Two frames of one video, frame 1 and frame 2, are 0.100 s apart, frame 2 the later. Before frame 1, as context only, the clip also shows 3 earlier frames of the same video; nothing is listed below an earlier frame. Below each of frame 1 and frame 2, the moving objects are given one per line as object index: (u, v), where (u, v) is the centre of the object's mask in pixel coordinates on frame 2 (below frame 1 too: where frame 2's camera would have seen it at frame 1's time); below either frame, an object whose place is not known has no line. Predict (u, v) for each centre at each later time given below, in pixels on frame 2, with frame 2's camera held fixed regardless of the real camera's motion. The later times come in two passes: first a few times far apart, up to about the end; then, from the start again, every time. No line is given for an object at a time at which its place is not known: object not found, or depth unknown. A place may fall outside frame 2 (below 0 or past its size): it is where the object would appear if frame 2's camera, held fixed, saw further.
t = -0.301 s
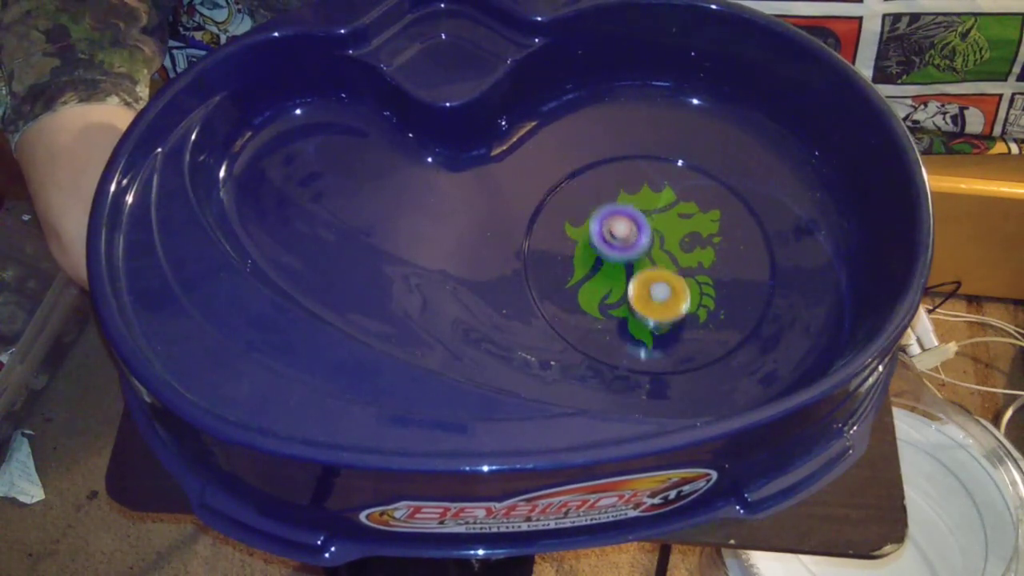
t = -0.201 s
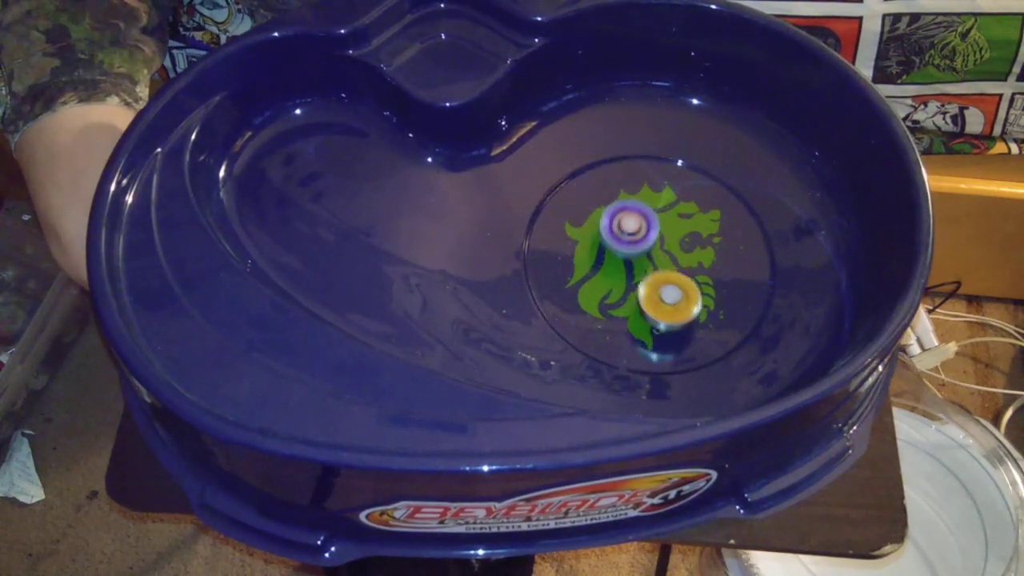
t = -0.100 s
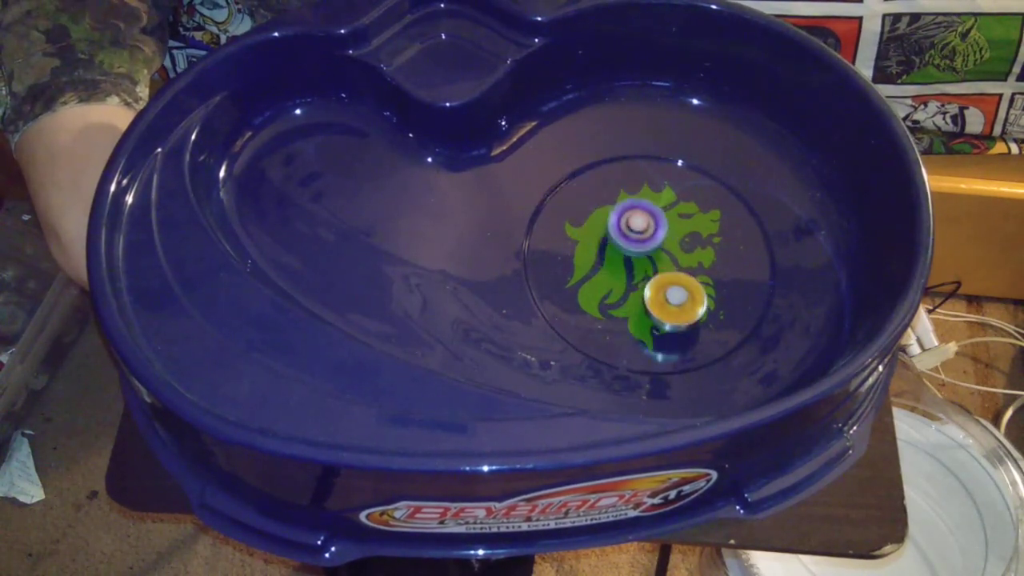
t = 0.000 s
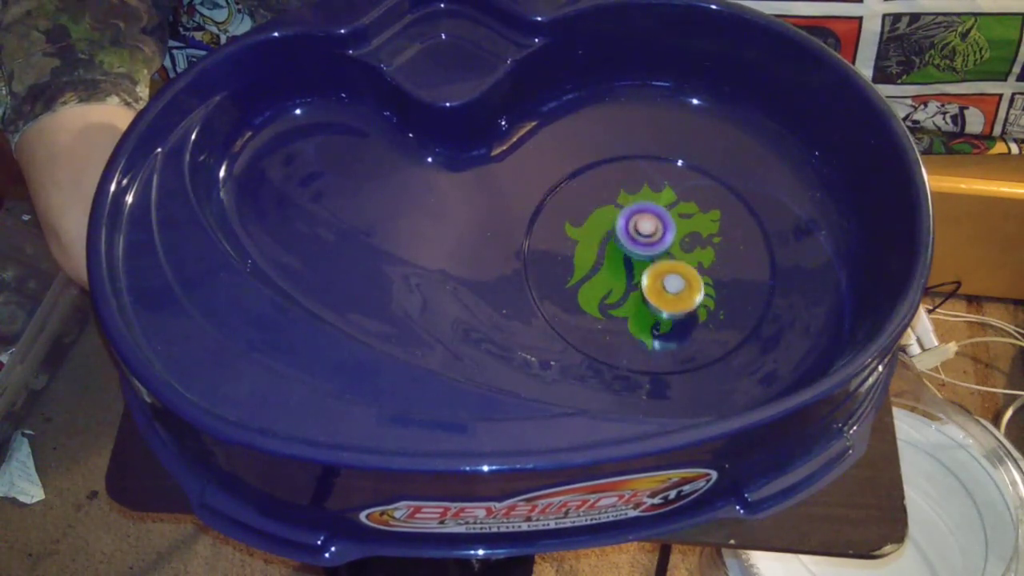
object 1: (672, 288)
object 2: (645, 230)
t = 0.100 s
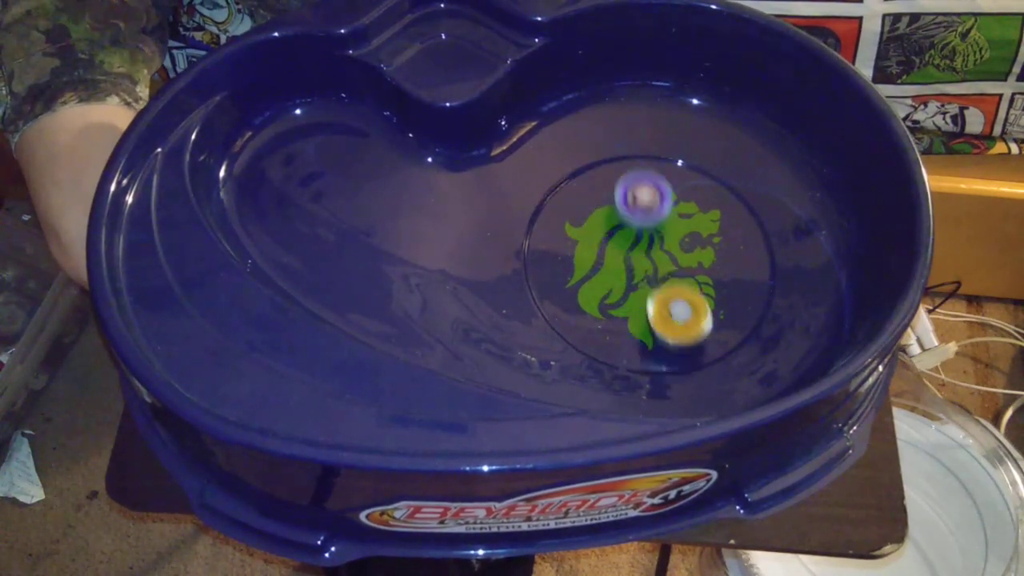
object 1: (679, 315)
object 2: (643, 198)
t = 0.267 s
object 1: (701, 337)
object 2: (630, 179)
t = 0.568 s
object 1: (700, 277)
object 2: (613, 197)
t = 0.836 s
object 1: (671, 289)
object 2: (585, 194)
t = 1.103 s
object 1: (664, 304)
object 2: (578, 223)
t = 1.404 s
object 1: (682, 315)
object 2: (584, 235)
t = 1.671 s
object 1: (735, 299)
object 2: (559, 224)
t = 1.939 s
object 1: (682, 248)
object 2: (571, 245)
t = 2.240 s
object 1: (656, 262)
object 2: (573, 258)
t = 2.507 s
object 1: (670, 267)
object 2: (589, 271)
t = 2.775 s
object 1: (685, 247)
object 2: (599, 275)
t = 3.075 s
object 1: (653, 220)
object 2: (622, 269)
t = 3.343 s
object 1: (635, 161)
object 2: (619, 303)
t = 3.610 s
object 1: (567, 205)
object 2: (649, 291)
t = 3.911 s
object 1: (548, 274)
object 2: (730, 256)
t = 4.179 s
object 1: (476, 292)
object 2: (782, 191)
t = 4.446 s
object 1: (527, 309)
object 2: (666, 165)
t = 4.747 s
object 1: (606, 298)
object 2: (613, 214)
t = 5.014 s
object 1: (659, 350)
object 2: (614, 196)
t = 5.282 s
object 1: (722, 306)
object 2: (605, 216)
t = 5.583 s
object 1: (682, 228)
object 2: (615, 250)
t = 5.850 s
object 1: (602, 207)
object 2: (637, 269)
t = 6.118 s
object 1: (563, 237)
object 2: (661, 274)
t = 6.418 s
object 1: (586, 271)
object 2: (674, 269)
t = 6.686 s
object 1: (540, 272)
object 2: (747, 250)
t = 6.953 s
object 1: (500, 269)
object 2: (735, 205)
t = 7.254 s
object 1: (507, 266)
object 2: (670, 200)
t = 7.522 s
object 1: (538, 259)
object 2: (627, 233)
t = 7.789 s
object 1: (444, 269)
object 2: (771, 245)
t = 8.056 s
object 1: (482, 279)
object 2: (746, 208)
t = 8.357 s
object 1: (528, 245)
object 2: (680, 219)
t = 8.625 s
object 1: (586, 228)
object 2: (649, 255)
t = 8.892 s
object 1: (636, 195)
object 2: (633, 290)
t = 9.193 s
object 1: (671, 170)
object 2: (627, 311)
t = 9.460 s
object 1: (667, 168)
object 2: (622, 316)
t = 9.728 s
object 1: (675, 220)
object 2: (615, 304)
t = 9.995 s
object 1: (702, 271)
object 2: (606, 279)
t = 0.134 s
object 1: (683, 326)
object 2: (641, 189)
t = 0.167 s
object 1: (686, 333)
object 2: (639, 183)
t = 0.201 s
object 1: (691, 337)
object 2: (636, 181)
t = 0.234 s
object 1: (696, 338)
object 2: (633, 179)
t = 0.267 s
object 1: (701, 337)
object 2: (630, 179)
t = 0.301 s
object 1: (705, 334)
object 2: (627, 179)
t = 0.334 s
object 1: (709, 330)
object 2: (625, 180)
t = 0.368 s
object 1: (712, 324)
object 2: (622, 182)
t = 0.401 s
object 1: (714, 317)
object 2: (619, 183)
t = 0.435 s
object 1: (714, 310)
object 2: (617, 185)
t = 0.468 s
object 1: (713, 302)
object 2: (615, 188)
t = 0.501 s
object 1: (710, 294)
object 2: (614, 191)
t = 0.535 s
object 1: (706, 286)
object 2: (613, 194)
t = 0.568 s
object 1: (700, 277)
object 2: (613, 197)
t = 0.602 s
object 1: (692, 270)
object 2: (613, 201)
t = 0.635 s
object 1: (683, 263)
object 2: (613, 205)
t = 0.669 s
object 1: (672, 256)
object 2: (615, 209)
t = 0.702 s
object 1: (664, 254)
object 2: (614, 211)
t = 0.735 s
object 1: (668, 263)
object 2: (604, 202)
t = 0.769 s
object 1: (670, 274)
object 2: (595, 196)
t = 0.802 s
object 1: (671, 282)
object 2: (589, 193)
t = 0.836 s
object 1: (671, 289)
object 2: (585, 194)
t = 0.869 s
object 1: (670, 294)
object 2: (582, 195)
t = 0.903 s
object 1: (669, 298)
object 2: (580, 198)
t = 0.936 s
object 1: (668, 301)
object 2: (578, 202)
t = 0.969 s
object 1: (667, 303)
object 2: (577, 206)
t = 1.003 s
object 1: (666, 304)
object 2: (576, 210)
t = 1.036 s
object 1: (665, 304)
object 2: (576, 214)
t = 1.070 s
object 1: (664, 304)
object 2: (577, 218)
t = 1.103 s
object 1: (664, 304)
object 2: (578, 223)
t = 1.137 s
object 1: (662, 303)
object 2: (579, 227)
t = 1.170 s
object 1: (661, 302)
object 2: (581, 232)
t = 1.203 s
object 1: (660, 300)
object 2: (584, 236)
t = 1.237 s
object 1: (658, 298)
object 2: (587, 240)
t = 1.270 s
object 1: (657, 296)
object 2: (590, 244)
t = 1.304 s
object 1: (655, 294)
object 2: (594, 248)
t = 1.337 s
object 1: (653, 292)
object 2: (599, 252)
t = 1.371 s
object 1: (662, 300)
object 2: (596, 248)
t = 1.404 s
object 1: (682, 315)
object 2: (584, 235)
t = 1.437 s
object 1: (700, 328)
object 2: (576, 225)
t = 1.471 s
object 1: (715, 336)
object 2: (569, 218)
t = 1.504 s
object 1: (727, 338)
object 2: (566, 215)
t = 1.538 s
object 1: (733, 332)
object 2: (563, 215)
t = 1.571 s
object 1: (736, 325)
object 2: (561, 216)
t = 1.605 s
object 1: (737, 316)
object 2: (560, 219)
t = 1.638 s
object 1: (736, 308)
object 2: (559, 222)
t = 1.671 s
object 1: (735, 299)
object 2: (559, 224)
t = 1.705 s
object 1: (733, 290)
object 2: (559, 227)
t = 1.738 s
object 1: (730, 282)
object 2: (559, 230)
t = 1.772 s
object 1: (725, 274)
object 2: (559, 233)
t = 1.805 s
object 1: (720, 268)
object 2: (561, 236)
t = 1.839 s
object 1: (712, 262)
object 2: (563, 238)
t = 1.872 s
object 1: (704, 256)
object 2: (565, 241)
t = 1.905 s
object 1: (693, 252)
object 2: (568, 243)
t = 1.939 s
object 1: (682, 248)
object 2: (571, 245)
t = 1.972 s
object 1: (671, 246)
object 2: (574, 248)
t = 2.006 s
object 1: (660, 246)
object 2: (578, 250)
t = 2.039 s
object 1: (648, 246)
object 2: (582, 251)
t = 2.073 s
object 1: (645, 247)
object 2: (580, 253)
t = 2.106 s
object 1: (645, 250)
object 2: (578, 254)
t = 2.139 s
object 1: (644, 252)
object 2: (578, 254)
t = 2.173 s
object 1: (643, 255)
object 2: (579, 256)
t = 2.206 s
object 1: (650, 258)
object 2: (575, 257)
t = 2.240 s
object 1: (656, 262)
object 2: (573, 258)
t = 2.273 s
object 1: (660, 265)
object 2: (574, 260)
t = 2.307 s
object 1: (663, 267)
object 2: (574, 262)
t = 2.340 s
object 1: (665, 268)
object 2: (576, 264)
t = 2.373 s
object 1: (667, 269)
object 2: (578, 265)
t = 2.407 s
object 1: (668, 269)
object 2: (581, 267)
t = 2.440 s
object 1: (669, 269)
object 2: (584, 269)
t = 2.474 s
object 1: (670, 268)
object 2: (586, 270)
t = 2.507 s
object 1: (670, 267)
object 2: (589, 271)
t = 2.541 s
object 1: (670, 265)
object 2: (593, 272)
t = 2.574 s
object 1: (669, 263)
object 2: (596, 273)
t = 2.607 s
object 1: (667, 262)
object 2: (600, 273)
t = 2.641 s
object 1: (666, 260)
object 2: (604, 274)
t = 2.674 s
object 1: (670, 257)
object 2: (602, 274)
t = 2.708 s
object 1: (677, 254)
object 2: (599, 274)
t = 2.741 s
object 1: (682, 250)
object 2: (598, 275)
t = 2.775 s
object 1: (685, 247)
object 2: (599, 275)
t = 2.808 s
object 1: (686, 243)
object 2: (601, 275)
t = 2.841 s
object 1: (686, 240)
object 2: (604, 275)
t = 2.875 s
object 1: (684, 236)
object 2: (606, 275)
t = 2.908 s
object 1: (681, 233)
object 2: (609, 274)
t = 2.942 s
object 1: (677, 229)
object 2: (611, 274)
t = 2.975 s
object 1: (672, 226)
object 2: (614, 273)
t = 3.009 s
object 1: (666, 223)
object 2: (617, 272)
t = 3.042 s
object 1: (660, 221)
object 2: (620, 270)
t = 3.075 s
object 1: (653, 220)
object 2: (622, 269)
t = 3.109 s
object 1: (655, 208)
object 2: (617, 277)
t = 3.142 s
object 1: (659, 193)
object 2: (609, 289)
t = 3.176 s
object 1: (661, 182)
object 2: (606, 296)
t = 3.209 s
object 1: (661, 173)
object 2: (605, 300)
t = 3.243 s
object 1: (657, 168)
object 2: (607, 302)
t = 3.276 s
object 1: (651, 164)
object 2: (610, 303)
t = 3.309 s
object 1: (644, 162)
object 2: (614, 303)
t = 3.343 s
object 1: (635, 161)
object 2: (619, 303)
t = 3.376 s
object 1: (625, 161)
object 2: (623, 303)
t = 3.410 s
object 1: (615, 164)
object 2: (628, 302)
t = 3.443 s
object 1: (604, 167)
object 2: (632, 301)
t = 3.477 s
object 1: (595, 172)
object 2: (636, 300)
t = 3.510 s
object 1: (586, 178)
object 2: (639, 298)
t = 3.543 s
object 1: (578, 185)
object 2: (643, 296)
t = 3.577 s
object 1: (572, 194)
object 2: (647, 293)
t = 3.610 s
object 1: (567, 205)
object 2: (649, 291)
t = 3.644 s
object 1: (566, 216)
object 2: (652, 289)
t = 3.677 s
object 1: (566, 227)
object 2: (655, 286)
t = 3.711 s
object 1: (570, 238)
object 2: (658, 283)
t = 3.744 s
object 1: (576, 248)
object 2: (660, 279)
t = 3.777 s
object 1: (582, 257)
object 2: (662, 276)
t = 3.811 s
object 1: (591, 264)
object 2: (664, 272)
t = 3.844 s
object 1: (600, 269)
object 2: (666, 268)
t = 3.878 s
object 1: (578, 272)
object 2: (696, 262)
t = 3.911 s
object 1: (548, 274)
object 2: (730, 256)
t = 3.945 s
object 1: (525, 274)
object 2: (755, 251)
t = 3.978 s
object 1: (508, 274)
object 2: (777, 243)
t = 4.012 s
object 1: (494, 276)
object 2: (791, 235)
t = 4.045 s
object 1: (484, 278)
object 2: (799, 226)
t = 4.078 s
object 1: (477, 281)
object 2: (800, 217)
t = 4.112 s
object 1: (474, 283)
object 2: (797, 208)
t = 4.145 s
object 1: (474, 288)
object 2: (790, 200)
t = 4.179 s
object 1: (476, 292)
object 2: (782, 191)
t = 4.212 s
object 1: (480, 296)
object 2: (771, 184)
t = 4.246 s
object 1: (485, 300)
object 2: (759, 177)
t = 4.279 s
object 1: (492, 303)
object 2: (745, 171)
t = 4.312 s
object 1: (498, 306)
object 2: (732, 166)
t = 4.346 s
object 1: (505, 308)
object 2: (716, 163)
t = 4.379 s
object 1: (513, 308)
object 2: (698, 163)
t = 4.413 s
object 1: (520, 309)
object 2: (680, 164)
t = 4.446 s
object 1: (527, 309)
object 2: (666, 165)
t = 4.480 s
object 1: (535, 308)
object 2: (653, 168)
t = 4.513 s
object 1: (542, 308)
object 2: (644, 171)
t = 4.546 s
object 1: (551, 307)
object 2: (636, 176)
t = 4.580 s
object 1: (561, 308)
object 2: (630, 182)
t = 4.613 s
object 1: (571, 307)
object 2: (625, 187)
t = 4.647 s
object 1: (580, 306)
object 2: (621, 194)
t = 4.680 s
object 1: (589, 304)
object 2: (618, 200)
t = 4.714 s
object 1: (598, 301)
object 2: (615, 207)
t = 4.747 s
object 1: (606, 298)
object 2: (613, 214)
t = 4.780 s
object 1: (613, 293)
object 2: (612, 222)
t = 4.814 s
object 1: (619, 289)
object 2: (612, 228)
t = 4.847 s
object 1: (624, 297)
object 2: (612, 226)
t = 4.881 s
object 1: (630, 317)
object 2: (614, 213)
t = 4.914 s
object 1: (636, 332)
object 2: (614, 205)
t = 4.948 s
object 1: (642, 342)
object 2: (615, 199)
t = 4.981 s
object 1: (650, 347)
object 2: (615, 197)
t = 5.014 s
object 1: (659, 350)
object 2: (614, 196)
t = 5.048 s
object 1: (669, 350)
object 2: (613, 198)
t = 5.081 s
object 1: (680, 348)
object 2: (611, 199)
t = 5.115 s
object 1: (689, 343)
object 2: (609, 201)
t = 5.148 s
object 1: (699, 337)
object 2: (608, 204)
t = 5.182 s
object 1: (707, 331)
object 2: (607, 206)
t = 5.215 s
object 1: (714, 323)
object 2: (606, 209)
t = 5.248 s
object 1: (719, 315)
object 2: (606, 213)
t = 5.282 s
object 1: (722, 306)
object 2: (605, 216)
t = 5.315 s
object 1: (724, 297)
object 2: (605, 219)
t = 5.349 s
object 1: (723, 287)
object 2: (605, 223)
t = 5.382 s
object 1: (721, 278)
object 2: (606, 227)
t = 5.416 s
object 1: (718, 268)
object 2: (607, 231)
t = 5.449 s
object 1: (713, 259)
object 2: (608, 234)
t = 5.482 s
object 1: (706, 250)
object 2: (609, 238)
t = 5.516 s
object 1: (698, 243)
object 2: (611, 243)
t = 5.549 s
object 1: (690, 234)
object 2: (613, 246)
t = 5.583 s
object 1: (682, 228)
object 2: (615, 250)
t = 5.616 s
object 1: (672, 221)
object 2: (618, 254)
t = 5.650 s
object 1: (661, 215)
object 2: (621, 257)
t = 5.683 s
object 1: (651, 211)
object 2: (623, 260)
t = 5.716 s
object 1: (641, 208)
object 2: (626, 263)
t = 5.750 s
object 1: (630, 206)
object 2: (628, 264)
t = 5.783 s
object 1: (620, 205)
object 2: (631, 266)
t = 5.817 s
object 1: (610, 206)
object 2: (634, 268)
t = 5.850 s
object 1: (602, 207)
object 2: (637, 269)
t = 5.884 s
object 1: (593, 210)
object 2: (640, 269)
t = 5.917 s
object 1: (587, 213)
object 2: (644, 270)
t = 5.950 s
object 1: (580, 216)
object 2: (647, 271)
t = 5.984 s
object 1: (575, 220)
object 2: (650, 272)
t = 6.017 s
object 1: (570, 224)
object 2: (654, 272)
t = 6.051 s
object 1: (567, 228)
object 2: (656, 273)
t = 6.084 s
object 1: (565, 233)
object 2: (659, 273)
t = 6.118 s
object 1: (563, 237)
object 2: (661, 274)
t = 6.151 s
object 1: (562, 242)
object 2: (664, 274)
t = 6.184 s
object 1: (563, 247)
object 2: (665, 274)
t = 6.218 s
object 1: (565, 251)
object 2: (667, 273)
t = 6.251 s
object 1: (567, 255)
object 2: (669, 273)
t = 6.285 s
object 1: (570, 259)
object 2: (670, 272)
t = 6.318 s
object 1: (573, 262)
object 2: (671, 271)
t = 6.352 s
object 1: (577, 266)
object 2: (672, 271)
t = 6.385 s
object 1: (581, 268)
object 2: (673, 270)
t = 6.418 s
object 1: (586, 271)
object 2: (674, 269)
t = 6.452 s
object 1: (591, 272)
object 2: (675, 268)
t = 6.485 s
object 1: (597, 274)
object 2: (675, 267)
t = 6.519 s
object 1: (603, 274)
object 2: (675, 266)
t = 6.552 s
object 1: (609, 274)
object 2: (675, 265)
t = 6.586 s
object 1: (612, 273)
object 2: (676, 264)
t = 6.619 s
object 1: (589, 272)
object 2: (702, 259)
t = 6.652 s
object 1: (561, 272)
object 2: (727, 254)
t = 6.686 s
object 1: (540, 272)
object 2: (747, 250)
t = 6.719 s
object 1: (527, 269)
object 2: (761, 245)
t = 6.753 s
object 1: (520, 269)
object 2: (769, 239)
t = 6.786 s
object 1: (513, 269)
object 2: (771, 233)
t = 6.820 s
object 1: (509, 269)
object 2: (766, 226)
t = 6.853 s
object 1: (506, 269)
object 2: (757, 220)
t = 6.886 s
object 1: (503, 269)
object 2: (750, 215)
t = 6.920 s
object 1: (501, 269)
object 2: (742, 209)
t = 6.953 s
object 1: (500, 269)
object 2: (735, 205)
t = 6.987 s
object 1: (499, 269)
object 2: (728, 201)
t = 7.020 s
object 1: (498, 269)
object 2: (721, 199)
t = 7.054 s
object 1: (498, 269)
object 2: (715, 197)
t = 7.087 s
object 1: (499, 269)
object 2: (708, 196)
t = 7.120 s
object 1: (500, 268)
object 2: (701, 195)
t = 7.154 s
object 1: (501, 268)
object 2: (693, 195)
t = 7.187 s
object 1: (503, 267)
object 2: (686, 196)
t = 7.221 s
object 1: (505, 267)
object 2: (678, 197)
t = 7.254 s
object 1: (507, 266)
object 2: (670, 200)
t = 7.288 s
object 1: (510, 265)
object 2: (662, 202)
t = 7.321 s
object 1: (513, 264)
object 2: (655, 205)
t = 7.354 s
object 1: (516, 263)
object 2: (649, 209)
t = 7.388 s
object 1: (519, 262)
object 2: (643, 213)
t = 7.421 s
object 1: (522, 260)
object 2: (638, 218)
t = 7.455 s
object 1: (525, 259)
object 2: (634, 223)
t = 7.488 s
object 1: (530, 258)
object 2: (630, 228)
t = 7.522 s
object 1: (538, 259)
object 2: (627, 233)
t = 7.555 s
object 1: (546, 260)
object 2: (623, 237)
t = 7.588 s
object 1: (555, 260)
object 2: (621, 242)
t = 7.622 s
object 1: (549, 260)
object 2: (627, 246)
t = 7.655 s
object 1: (520, 260)
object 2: (665, 247)
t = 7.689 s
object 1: (496, 261)
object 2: (701, 247)
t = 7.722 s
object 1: (473, 266)
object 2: (729, 248)
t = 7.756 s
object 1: (456, 267)
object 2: (753, 247)
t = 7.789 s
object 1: (444, 269)
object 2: (771, 245)
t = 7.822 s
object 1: (439, 270)
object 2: (782, 241)
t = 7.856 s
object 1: (438, 272)
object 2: (786, 238)
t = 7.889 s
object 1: (440, 274)
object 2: (786, 233)
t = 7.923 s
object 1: (446, 276)
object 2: (782, 227)
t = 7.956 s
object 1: (454, 278)
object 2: (777, 222)
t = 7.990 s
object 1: (463, 280)
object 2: (770, 217)
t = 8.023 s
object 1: (473, 280)
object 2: (759, 213)
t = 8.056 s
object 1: (482, 279)
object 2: (746, 208)
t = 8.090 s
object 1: (490, 277)
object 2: (734, 205)
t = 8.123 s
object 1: (497, 274)
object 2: (724, 203)
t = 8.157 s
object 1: (502, 270)
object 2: (715, 202)
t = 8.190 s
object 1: (507, 266)
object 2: (708, 203)
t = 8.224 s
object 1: (511, 262)
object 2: (701, 205)
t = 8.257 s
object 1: (516, 258)
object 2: (696, 207)
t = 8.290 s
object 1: (520, 253)
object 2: (690, 211)
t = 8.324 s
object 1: (523, 249)
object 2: (685, 215)
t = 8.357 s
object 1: (528, 245)
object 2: (680, 219)
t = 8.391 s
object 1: (534, 243)
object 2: (675, 222)
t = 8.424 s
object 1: (542, 242)
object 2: (670, 227)
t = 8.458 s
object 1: (549, 241)
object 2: (666, 232)
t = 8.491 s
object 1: (557, 239)
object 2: (662, 236)
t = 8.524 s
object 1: (564, 237)
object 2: (658, 241)
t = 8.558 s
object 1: (571, 235)
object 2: (655, 246)
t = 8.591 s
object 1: (579, 232)
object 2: (652, 250)
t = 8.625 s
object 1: (586, 228)
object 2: (649, 255)
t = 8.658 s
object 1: (593, 224)
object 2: (646, 260)
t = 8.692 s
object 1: (600, 220)
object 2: (644, 265)
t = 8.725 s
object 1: (606, 216)
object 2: (641, 270)
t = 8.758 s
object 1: (612, 211)
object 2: (639, 274)
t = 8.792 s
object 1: (618, 207)
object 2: (637, 278)
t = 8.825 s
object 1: (625, 203)
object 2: (636, 282)
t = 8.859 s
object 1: (631, 199)
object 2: (635, 286)
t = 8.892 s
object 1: (636, 195)
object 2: (633, 290)
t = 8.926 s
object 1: (641, 191)
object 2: (632, 293)
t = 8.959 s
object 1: (646, 188)
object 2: (631, 296)
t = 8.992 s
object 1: (651, 185)
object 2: (631, 299)
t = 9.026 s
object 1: (655, 182)
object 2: (630, 301)
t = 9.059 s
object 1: (659, 179)
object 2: (629, 303)
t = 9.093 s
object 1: (663, 177)
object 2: (629, 306)
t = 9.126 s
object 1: (666, 174)
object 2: (628, 308)
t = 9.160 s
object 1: (669, 172)
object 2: (627, 310)
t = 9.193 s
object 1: (671, 170)
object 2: (627, 311)
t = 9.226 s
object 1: (672, 169)
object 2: (626, 312)
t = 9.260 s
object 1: (673, 167)
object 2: (626, 314)
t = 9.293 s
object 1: (674, 166)
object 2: (625, 314)
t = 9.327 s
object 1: (674, 166)
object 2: (624, 315)
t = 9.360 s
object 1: (673, 165)
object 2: (624, 316)
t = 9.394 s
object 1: (672, 165)
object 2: (623, 316)
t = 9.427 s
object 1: (669, 166)
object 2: (622, 316)
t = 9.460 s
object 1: (667, 168)
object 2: (622, 316)
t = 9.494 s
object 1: (665, 172)
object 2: (621, 315)
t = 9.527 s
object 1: (665, 177)
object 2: (620, 314)
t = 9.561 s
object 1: (666, 183)
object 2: (619, 313)
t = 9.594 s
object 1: (668, 190)
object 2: (619, 312)
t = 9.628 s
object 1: (669, 197)
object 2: (618, 310)
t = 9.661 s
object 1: (670, 205)
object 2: (617, 308)
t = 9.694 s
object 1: (672, 213)
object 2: (616, 306)
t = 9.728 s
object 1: (675, 220)
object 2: (615, 304)
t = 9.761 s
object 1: (679, 227)
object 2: (614, 301)
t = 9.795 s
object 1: (682, 234)
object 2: (613, 298)
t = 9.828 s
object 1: (685, 241)
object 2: (612, 295)
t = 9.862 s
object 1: (688, 247)
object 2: (611, 292)
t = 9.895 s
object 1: (692, 254)
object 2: (610, 290)
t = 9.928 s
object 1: (695, 259)
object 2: (609, 286)
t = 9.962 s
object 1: (699, 265)
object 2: (608, 283)
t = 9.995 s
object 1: (702, 271)
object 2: (606, 279)
